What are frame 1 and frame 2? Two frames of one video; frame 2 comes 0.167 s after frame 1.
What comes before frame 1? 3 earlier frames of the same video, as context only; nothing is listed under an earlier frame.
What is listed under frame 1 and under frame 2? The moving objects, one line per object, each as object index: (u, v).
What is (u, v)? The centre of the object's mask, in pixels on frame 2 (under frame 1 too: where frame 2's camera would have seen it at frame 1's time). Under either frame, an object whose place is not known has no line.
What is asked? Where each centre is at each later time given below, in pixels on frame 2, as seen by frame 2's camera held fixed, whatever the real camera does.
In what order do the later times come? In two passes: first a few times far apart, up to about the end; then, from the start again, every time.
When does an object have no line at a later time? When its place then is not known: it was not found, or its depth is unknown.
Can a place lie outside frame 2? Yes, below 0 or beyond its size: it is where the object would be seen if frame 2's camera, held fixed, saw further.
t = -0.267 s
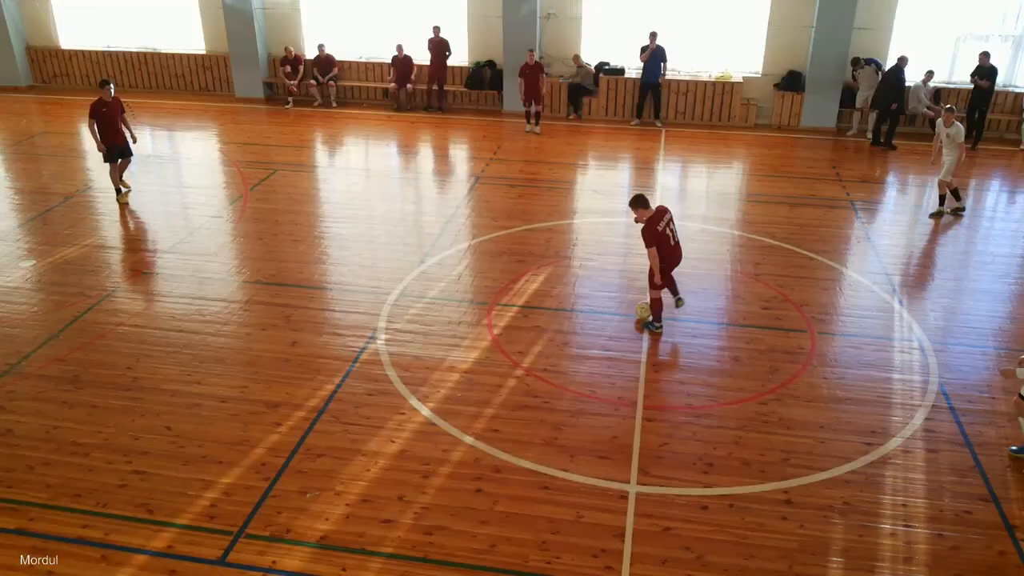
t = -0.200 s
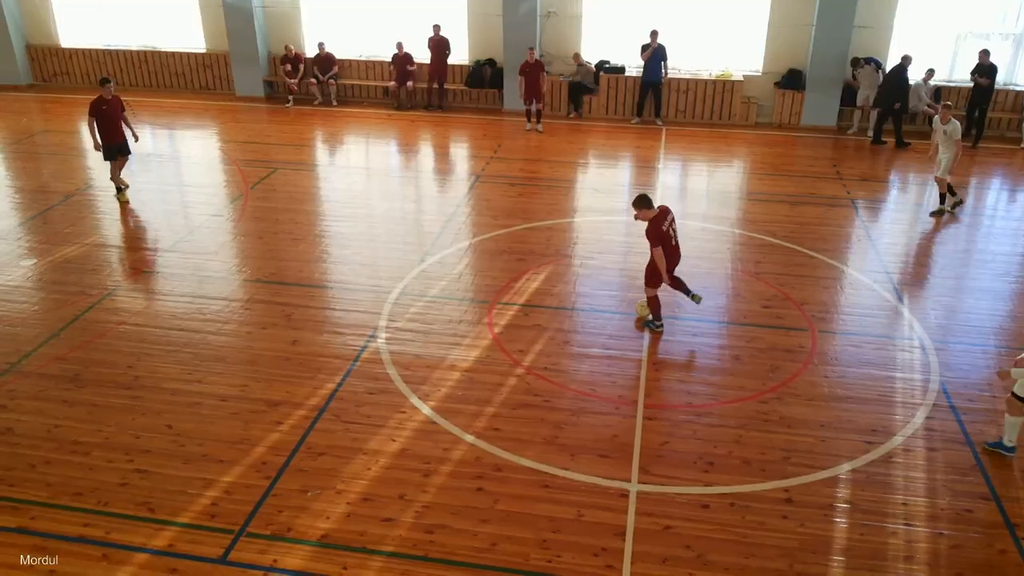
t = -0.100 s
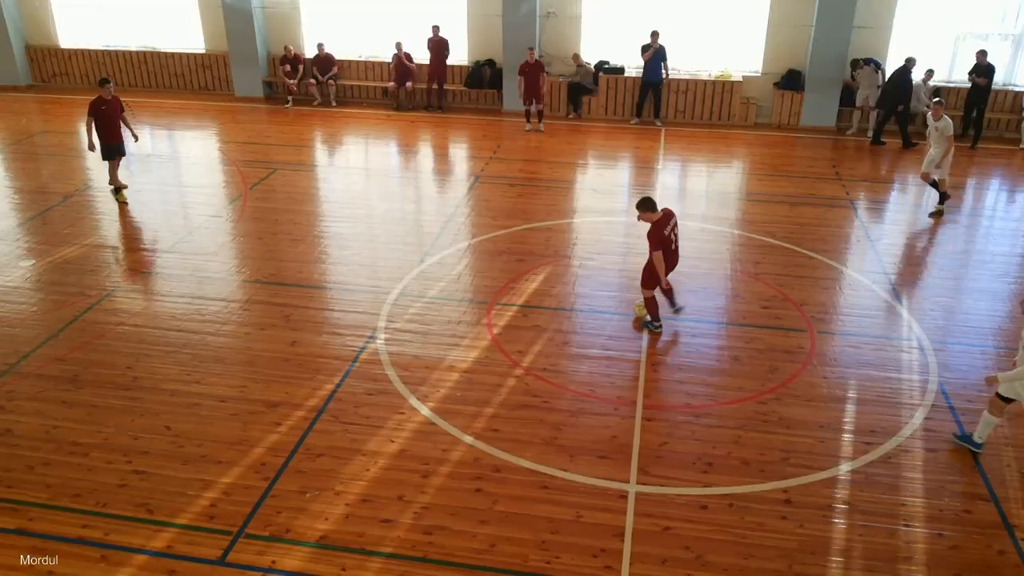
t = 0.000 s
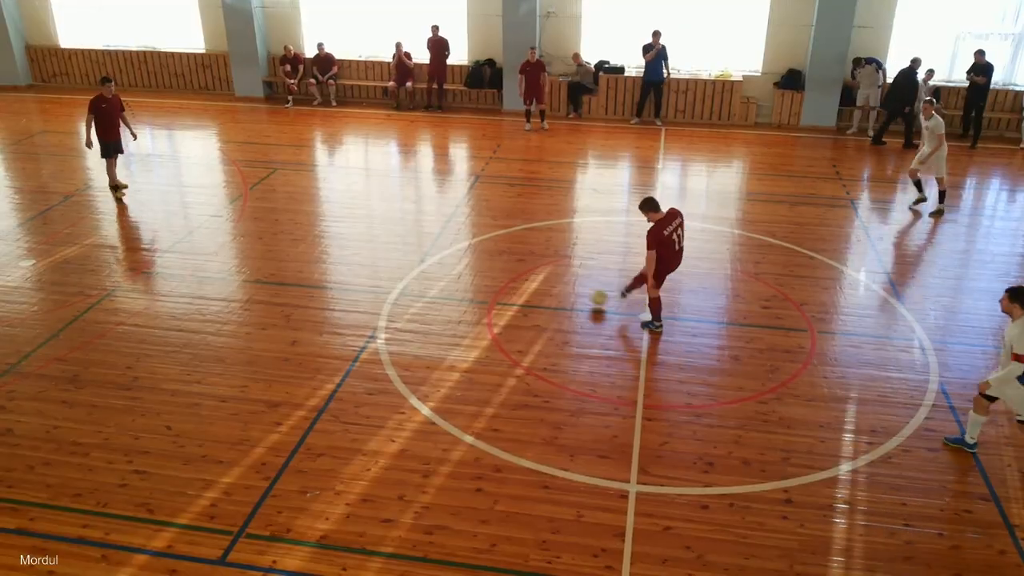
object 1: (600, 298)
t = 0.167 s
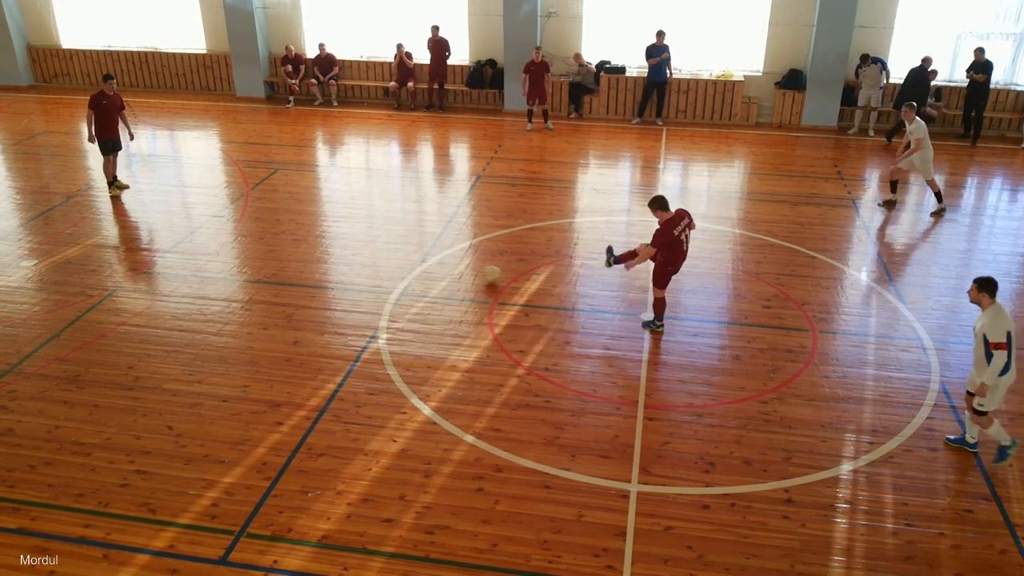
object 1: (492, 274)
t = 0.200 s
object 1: (470, 271)
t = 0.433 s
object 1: (355, 245)
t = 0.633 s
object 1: (278, 228)
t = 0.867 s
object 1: (205, 213)
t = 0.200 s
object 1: (470, 271)
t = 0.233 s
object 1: (453, 266)
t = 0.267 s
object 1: (435, 263)
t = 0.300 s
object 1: (418, 260)
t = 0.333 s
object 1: (401, 255)
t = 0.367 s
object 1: (385, 252)
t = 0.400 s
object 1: (370, 249)
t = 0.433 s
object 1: (355, 245)
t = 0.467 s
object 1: (341, 242)
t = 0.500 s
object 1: (327, 240)
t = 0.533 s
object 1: (315, 237)
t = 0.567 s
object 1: (301, 233)
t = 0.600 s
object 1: (289, 231)
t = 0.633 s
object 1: (278, 228)
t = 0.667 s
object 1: (267, 226)
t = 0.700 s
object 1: (256, 223)
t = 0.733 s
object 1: (246, 222)
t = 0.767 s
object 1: (235, 220)
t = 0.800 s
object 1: (225, 218)
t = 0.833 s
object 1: (215, 215)
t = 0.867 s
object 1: (205, 213)
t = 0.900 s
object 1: (196, 211)
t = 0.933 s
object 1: (187, 209)
